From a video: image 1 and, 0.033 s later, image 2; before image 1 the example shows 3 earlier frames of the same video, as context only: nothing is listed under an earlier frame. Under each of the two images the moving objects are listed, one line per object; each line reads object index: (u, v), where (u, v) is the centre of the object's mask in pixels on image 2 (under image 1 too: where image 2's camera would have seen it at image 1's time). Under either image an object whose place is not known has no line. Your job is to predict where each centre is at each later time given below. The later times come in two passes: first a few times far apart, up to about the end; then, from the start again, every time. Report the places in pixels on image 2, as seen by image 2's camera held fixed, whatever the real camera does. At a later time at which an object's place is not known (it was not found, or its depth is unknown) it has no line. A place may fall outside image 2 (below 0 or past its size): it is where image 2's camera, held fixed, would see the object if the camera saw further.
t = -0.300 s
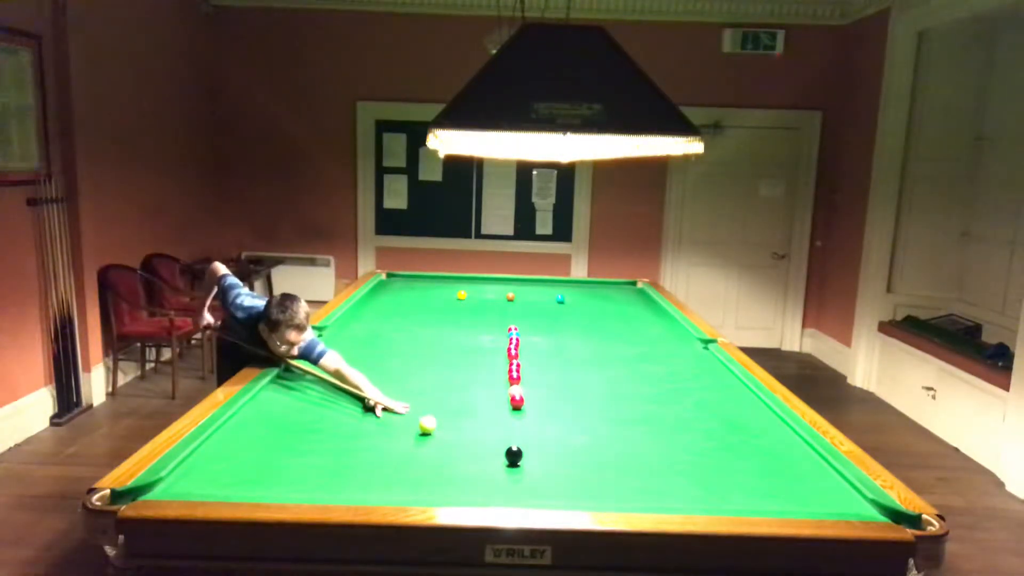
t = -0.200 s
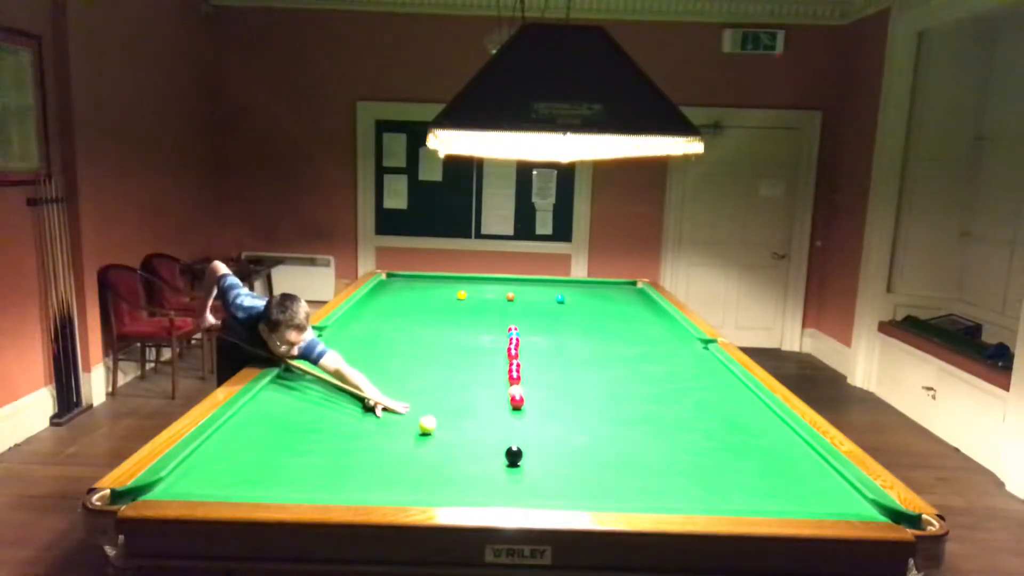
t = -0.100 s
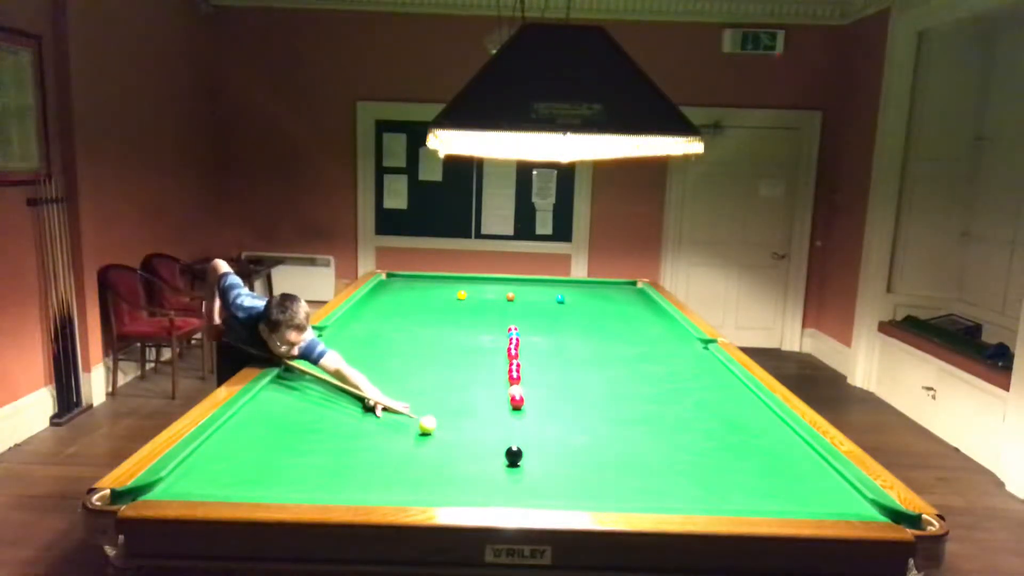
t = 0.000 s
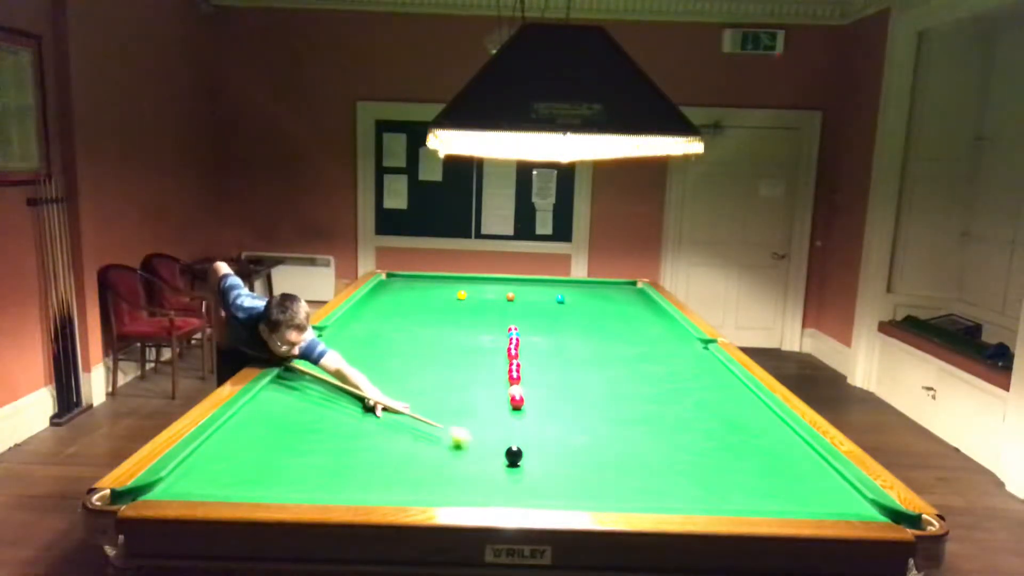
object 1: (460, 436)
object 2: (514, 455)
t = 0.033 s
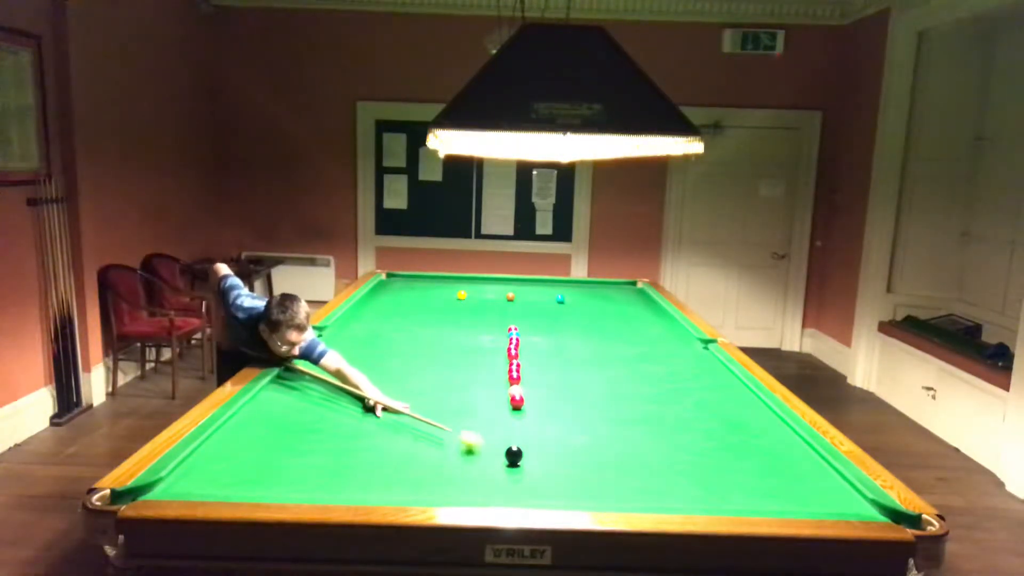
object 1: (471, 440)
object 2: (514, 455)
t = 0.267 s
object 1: (498, 466)
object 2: (567, 464)
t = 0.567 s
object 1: (516, 493)
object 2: (655, 478)
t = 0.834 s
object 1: (537, 482)
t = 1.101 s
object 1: (553, 465)
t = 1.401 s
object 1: (568, 450)
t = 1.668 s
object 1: (579, 438)
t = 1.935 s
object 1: (590, 428)
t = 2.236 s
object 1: (600, 419)
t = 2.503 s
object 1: (608, 411)
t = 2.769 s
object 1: (614, 405)
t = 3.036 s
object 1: (619, 400)
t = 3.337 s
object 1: (624, 396)
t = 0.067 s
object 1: (482, 444)
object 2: (513, 455)
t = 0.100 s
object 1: (493, 450)
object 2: (514, 455)
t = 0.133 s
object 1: (495, 454)
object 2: (524, 456)
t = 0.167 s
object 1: (494, 457)
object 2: (537, 458)
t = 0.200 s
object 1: (495, 460)
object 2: (547, 460)
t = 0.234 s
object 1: (496, 463)
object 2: (557, 462)
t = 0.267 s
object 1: (498, 466)
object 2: (567, 464)
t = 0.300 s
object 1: (500, 469)
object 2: (577, 465)
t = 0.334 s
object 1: (502, 473)
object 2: (587, 467)
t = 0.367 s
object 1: (504, 476)
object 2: (596, 469)
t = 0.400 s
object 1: (506, 480)
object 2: (606, 471)
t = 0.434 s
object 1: (508, 484)
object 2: (616, 472)
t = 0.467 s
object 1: (510, 487)
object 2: (625, 473)
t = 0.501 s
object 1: (512, 489)
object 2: (635, 475)
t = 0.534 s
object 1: (514, 491)
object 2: (645, 477)
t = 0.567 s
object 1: (516, 493)
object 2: (655, 478)
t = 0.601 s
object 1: (520, 495)
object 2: (666, 480)
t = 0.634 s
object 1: (522, 493)
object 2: (675, 482)
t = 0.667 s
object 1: (525, 491)
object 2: (685, 483)
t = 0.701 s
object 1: (527, 490)
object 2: (695, 485)
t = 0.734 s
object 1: (530, 489)
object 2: (705, 487)
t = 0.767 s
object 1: (532, 487)
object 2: (715, 488)
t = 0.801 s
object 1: (534, 485)
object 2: (725, 490)
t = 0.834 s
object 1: (537, 482)
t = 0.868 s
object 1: (538, 480)
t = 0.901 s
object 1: (541, 477)
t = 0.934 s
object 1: (543, 475)
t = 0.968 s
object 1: (545, 473)
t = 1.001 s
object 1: (547, 471)
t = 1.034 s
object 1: (549, 469)
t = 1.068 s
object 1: (551, 467)
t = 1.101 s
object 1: (553, 465)
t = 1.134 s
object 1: (555, 463)
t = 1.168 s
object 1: (556, 461)
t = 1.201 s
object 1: (558, 459)
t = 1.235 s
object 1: (560, 457)
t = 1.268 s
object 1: (562, 456)
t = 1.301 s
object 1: (563, 454)
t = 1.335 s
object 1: (565, 453)
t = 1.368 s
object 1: (567, 451)
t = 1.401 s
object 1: (568, 450)
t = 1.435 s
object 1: (570, 448)
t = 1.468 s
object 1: (571, 446)
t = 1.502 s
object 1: (573, 444)
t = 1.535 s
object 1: (574, 443)
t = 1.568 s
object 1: (576, 442)
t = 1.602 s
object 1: (577, 441)
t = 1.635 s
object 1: (578, 439)
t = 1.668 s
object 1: (579, 438)
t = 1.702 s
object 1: (581, 436)
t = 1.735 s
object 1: (582, 435)
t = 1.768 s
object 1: (584, 434)
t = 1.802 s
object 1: (585, 432)
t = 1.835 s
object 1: (587, 431)
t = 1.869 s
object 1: (588, 430)
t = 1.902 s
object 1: (589, 429)
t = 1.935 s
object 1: (590, 428)
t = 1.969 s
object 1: (591, 427)
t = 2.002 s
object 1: (593, 426)
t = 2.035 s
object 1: (593, 425)
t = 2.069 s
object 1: (595, 424)
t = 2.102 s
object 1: (596, 422)
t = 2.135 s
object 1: (597, 421)
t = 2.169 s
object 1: (598, 420)
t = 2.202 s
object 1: (599, 420)
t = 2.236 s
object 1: (600, 419)
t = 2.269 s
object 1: (601, 418)
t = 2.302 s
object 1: (602, 417)
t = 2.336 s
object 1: (603, 416)
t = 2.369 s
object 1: (604, 415)
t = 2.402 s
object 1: (605, 414)
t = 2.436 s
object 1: (605, 413)
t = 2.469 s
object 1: (607, 412)
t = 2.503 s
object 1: (608, 411)
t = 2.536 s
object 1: (608, 410)
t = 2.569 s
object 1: (609, 410)
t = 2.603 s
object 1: (610, 409)
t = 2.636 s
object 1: (611, 408)
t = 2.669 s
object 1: (611, 408)
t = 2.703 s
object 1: (612, 406)
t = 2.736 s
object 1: (613, 405)
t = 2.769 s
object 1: (614, 405)
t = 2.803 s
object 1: (614, 404)
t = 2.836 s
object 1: (615, 404)
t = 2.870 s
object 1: (615, 403)
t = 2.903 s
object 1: (616, 402)
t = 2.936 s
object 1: (617, 402)
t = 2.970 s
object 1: (617, 401)
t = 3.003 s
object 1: (618, 400)
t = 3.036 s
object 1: (619, 400)
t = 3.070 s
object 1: (620, 400)
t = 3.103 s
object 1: (621, 399)
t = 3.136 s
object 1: (621, 398)
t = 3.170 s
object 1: (622, 398)
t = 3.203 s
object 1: (622, 397)
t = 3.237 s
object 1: (622, 397)
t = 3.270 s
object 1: (623, 397)
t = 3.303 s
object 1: (623, 396)
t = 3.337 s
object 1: (624, 396)
